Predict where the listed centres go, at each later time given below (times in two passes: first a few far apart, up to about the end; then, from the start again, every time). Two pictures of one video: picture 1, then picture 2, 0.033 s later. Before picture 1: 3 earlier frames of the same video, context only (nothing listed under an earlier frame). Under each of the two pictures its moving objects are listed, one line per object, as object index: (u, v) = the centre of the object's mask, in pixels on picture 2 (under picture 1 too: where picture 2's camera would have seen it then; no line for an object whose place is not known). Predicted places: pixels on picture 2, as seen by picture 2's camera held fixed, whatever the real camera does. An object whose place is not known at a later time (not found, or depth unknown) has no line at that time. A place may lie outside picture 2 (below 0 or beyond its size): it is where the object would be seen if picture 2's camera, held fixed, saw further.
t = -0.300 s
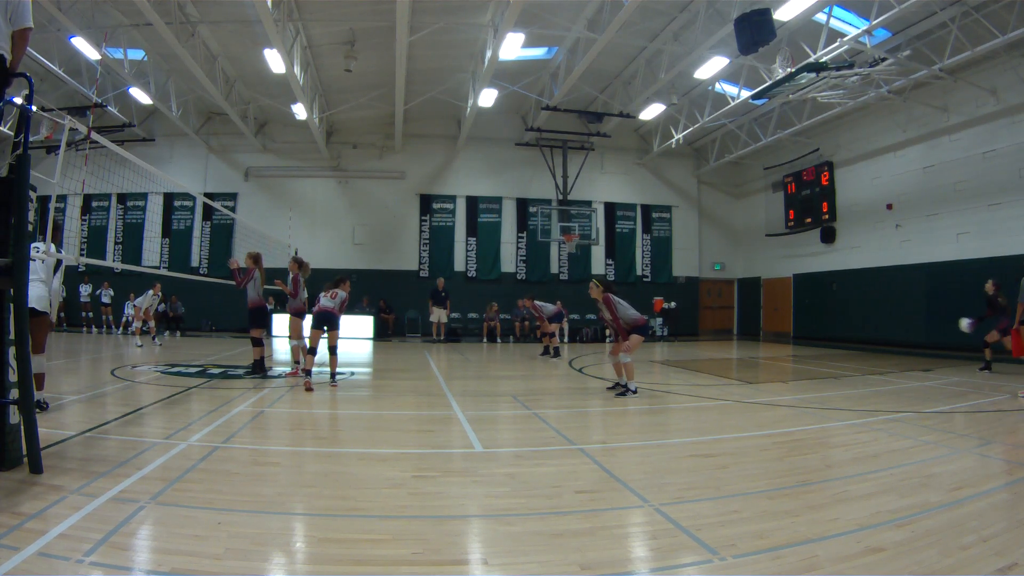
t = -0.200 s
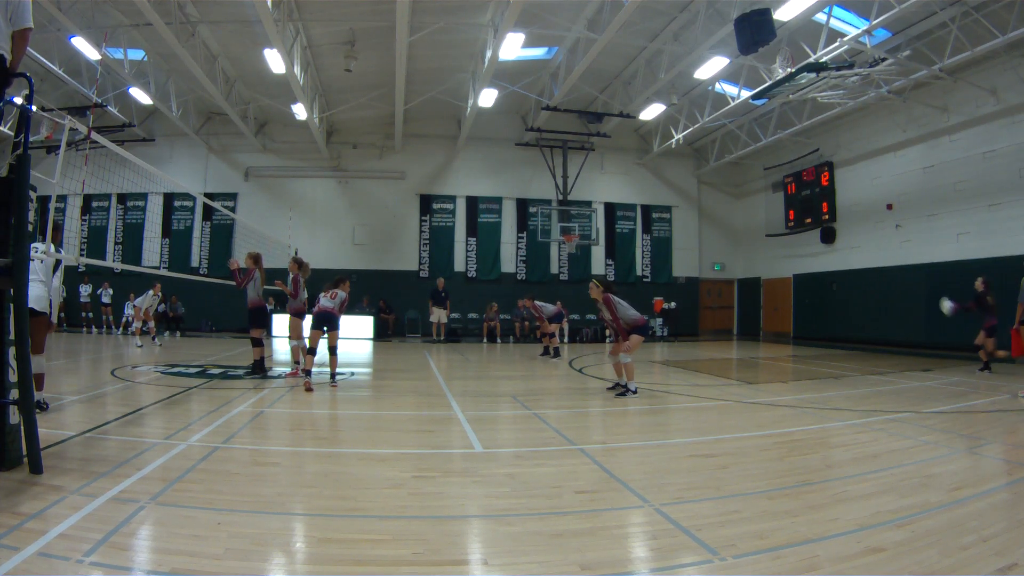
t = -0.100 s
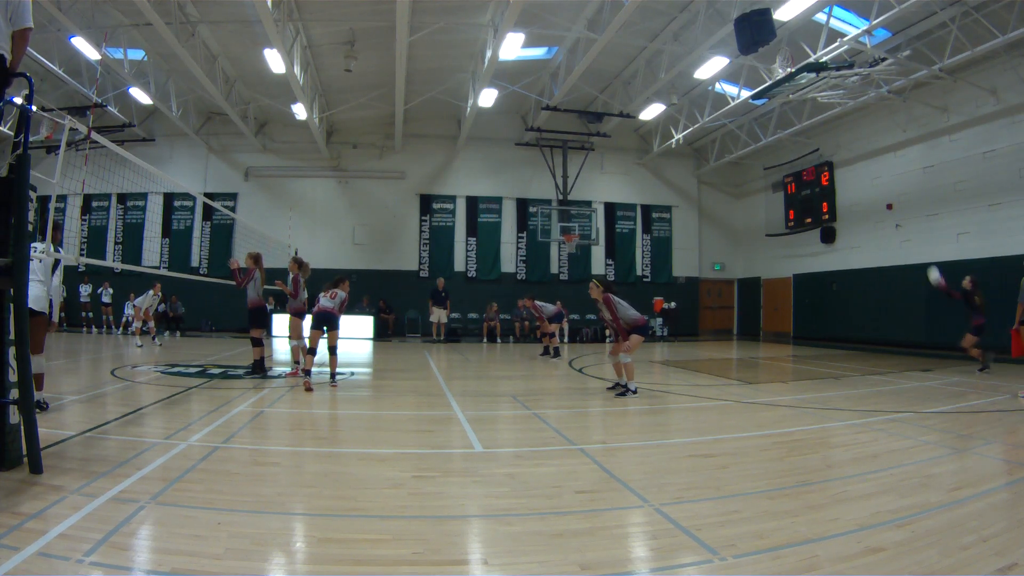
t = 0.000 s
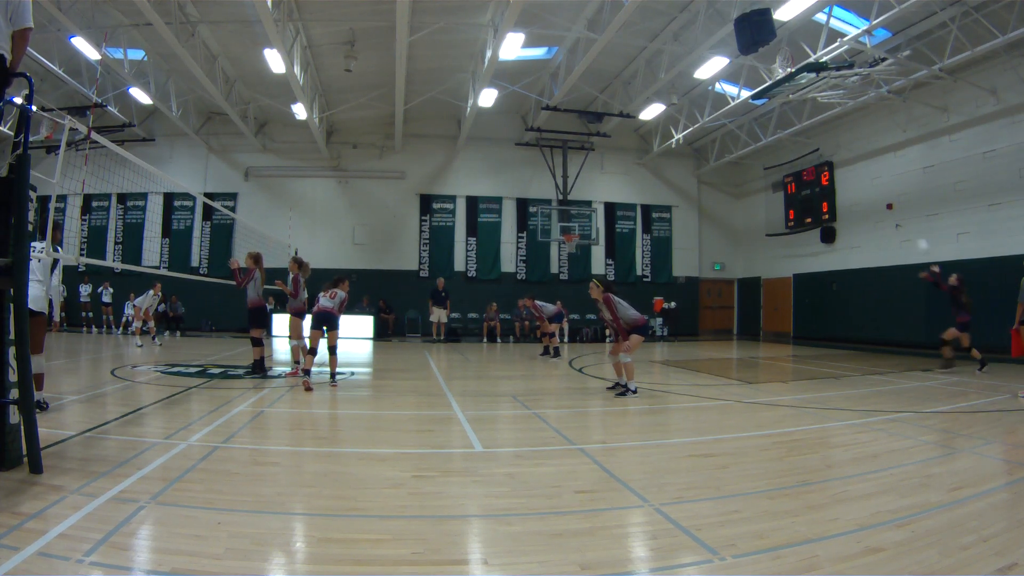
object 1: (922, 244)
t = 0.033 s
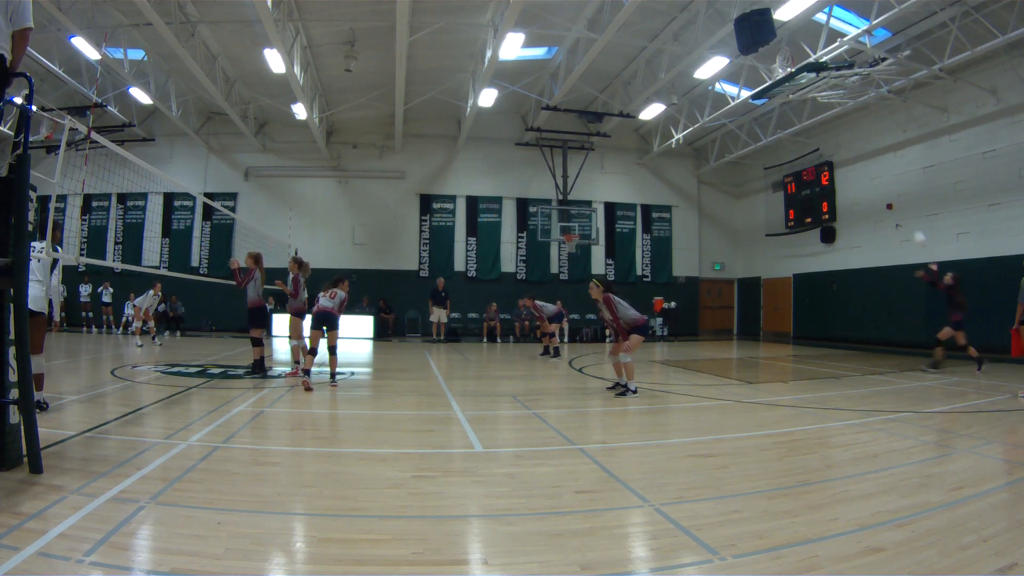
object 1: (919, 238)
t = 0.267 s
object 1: (892, 204)
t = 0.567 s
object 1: (861, 208)
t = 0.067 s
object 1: (915, 229)
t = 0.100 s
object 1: (911, 224)
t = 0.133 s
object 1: (907, 219)
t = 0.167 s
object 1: (904, 214)
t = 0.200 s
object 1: (900, 209)
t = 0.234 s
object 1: (895, 206)
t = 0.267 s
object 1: (892, 204)
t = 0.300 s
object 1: (889, 202)
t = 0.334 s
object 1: (886, 201)
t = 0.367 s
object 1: (884, 201)
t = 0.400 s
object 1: (881, 200)
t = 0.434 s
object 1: (878, 201)
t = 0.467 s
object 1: (871, 200)
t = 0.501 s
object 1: (868, 202)
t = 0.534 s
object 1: (864, 204)
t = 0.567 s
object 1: (861, 208)
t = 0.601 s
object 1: (857, 211)
